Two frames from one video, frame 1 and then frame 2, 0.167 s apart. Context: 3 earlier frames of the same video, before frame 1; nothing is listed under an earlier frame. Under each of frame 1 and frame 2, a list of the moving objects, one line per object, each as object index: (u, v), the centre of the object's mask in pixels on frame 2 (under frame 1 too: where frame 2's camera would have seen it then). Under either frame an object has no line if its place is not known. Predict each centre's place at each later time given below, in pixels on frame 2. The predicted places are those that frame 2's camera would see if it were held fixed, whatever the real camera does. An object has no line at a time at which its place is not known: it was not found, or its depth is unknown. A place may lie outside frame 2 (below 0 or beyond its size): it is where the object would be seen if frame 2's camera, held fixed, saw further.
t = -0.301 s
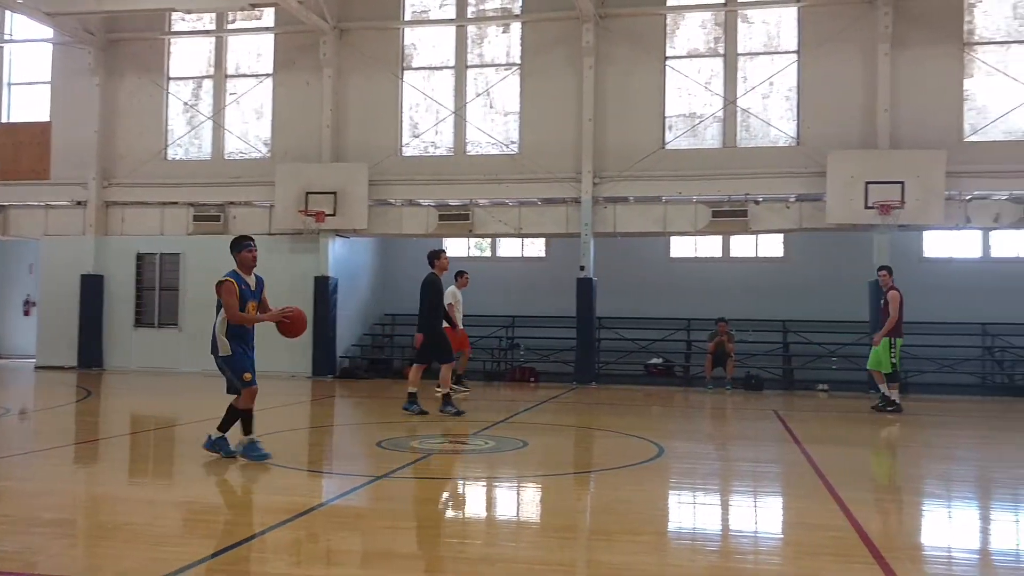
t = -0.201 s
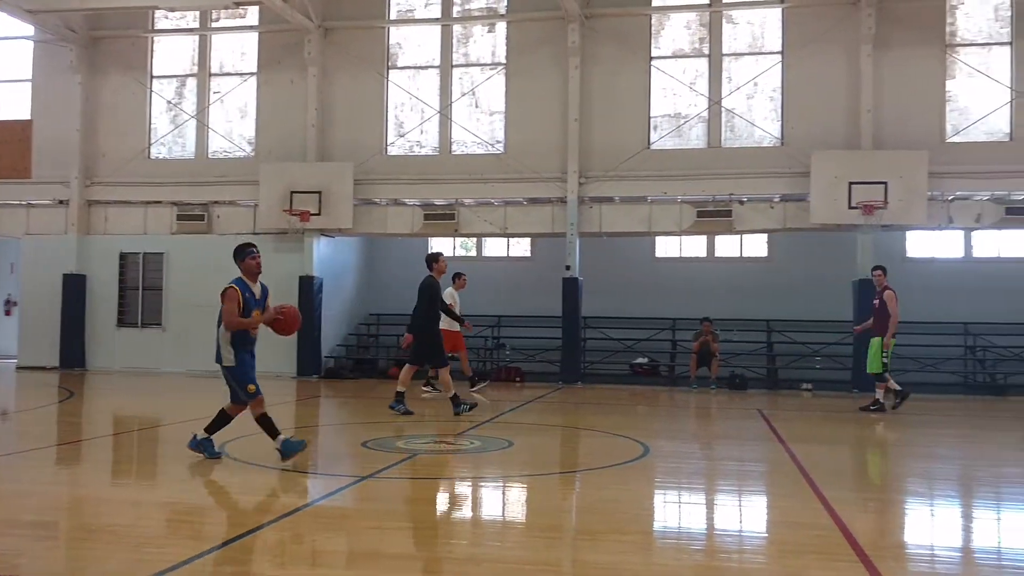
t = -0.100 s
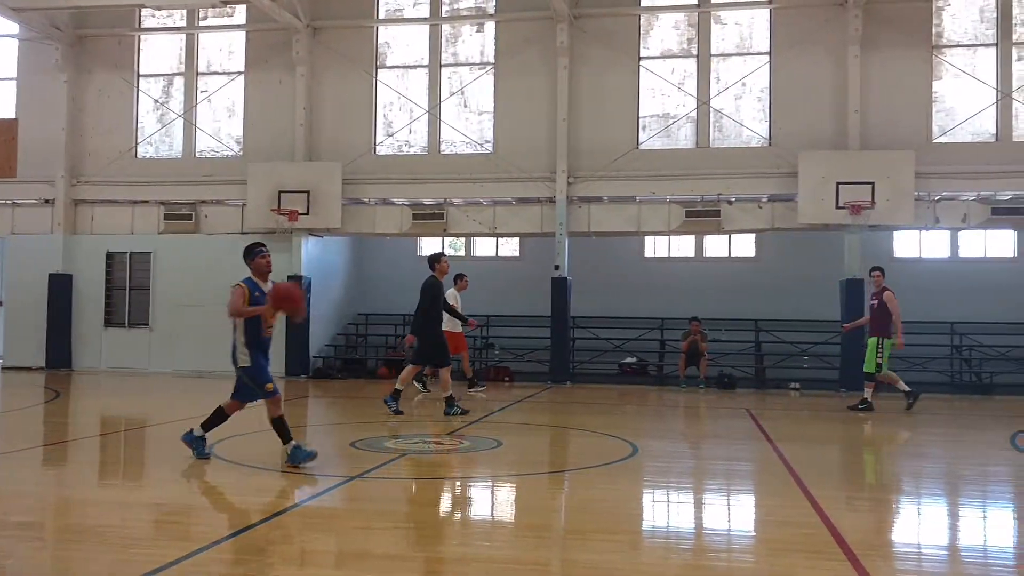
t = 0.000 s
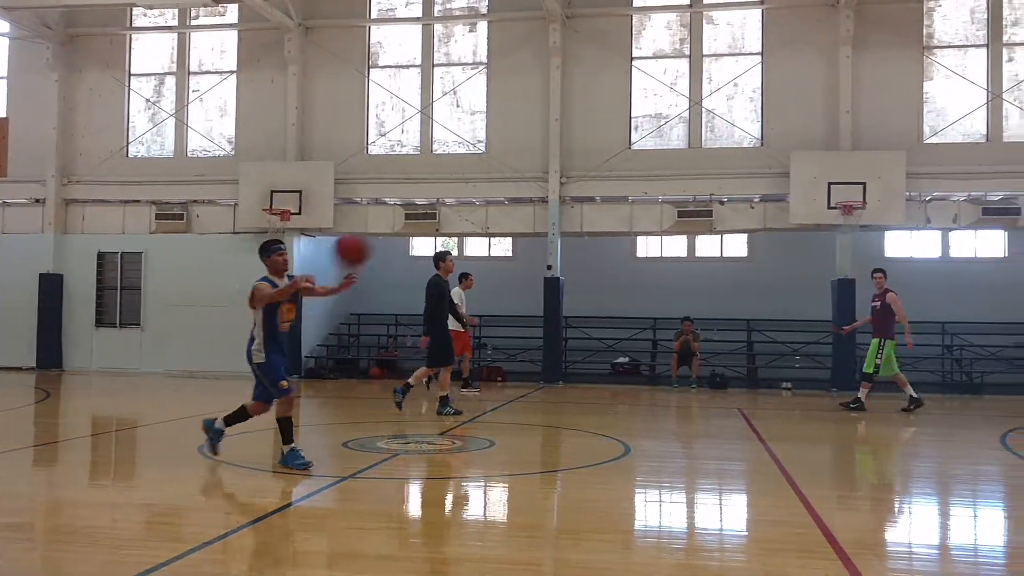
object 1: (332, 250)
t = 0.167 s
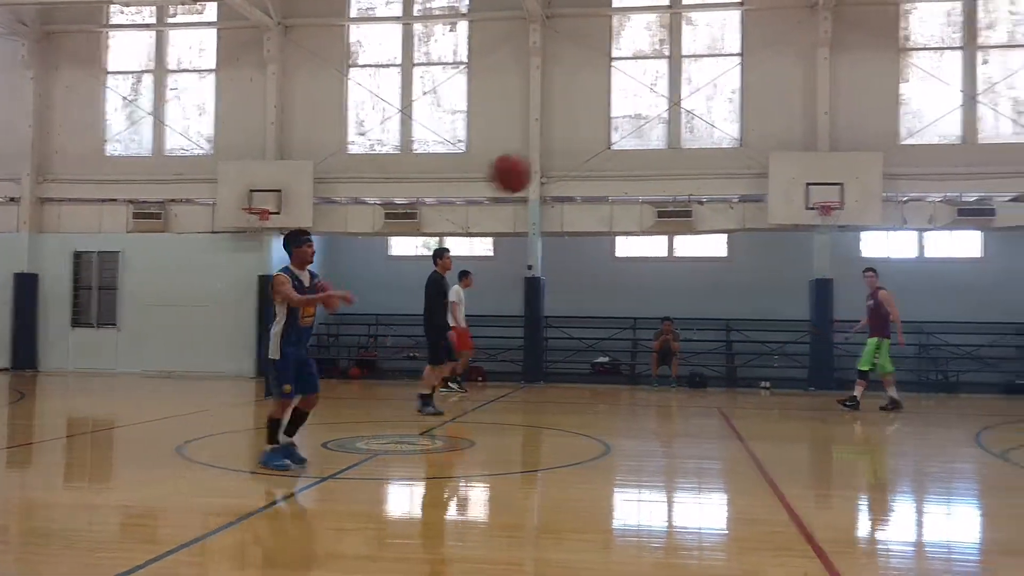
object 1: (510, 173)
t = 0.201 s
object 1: (553, 160)
